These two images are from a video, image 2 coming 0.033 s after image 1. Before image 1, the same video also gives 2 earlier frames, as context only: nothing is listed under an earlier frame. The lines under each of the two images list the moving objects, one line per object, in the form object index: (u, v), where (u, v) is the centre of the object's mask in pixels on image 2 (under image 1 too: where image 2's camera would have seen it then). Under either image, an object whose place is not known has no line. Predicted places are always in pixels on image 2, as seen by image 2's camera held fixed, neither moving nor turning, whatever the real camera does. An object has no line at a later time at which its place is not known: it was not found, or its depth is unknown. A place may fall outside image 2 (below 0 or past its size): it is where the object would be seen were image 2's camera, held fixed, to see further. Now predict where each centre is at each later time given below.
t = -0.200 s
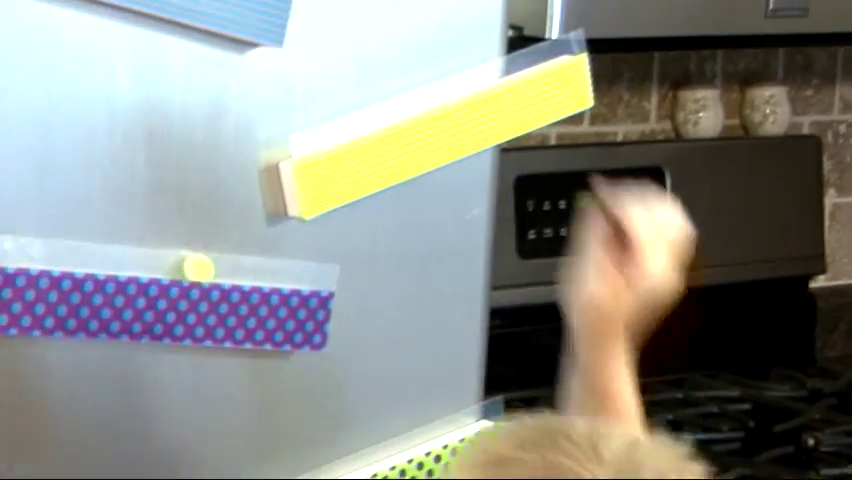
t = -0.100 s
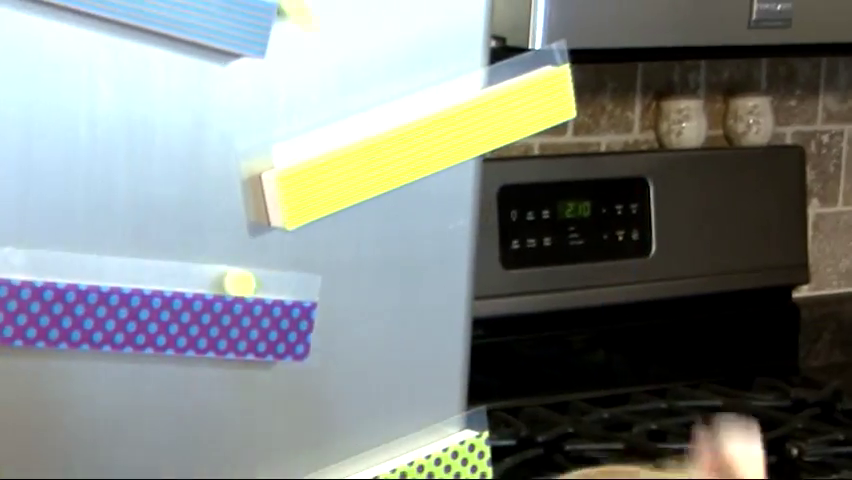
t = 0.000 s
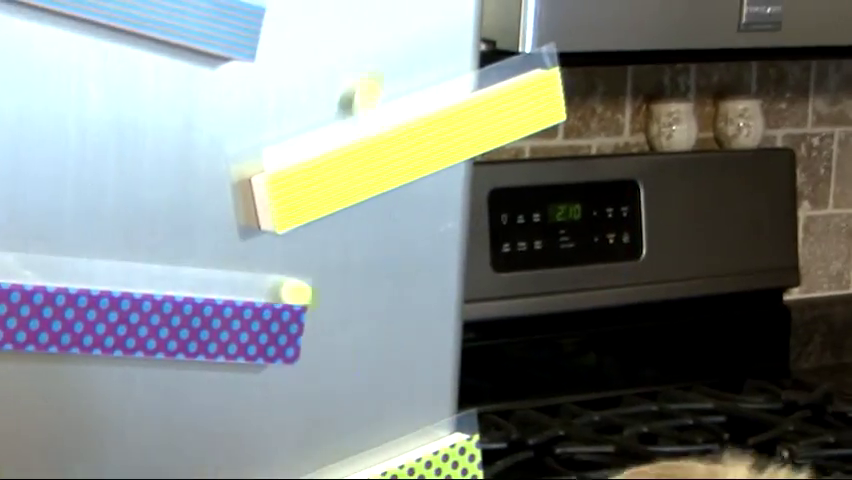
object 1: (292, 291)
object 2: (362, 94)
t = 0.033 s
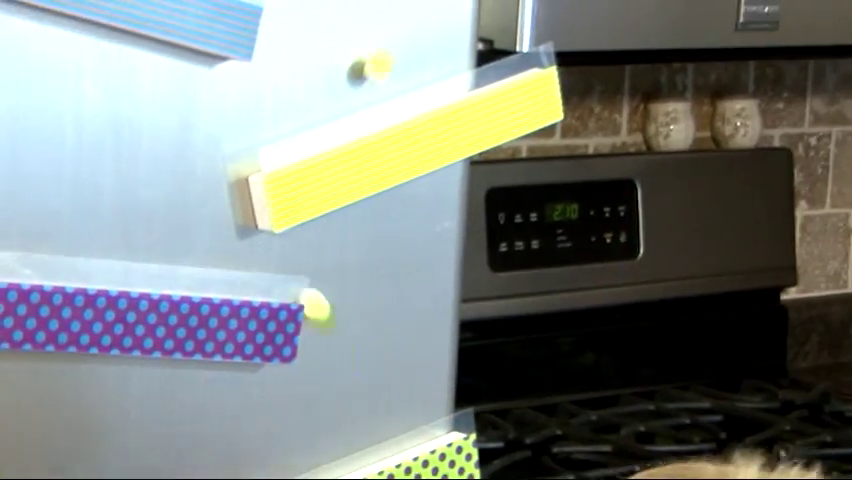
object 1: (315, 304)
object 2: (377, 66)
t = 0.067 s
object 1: (335, 335)
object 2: (391, 55)
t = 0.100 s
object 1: (354, 381)
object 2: (402, 59)
